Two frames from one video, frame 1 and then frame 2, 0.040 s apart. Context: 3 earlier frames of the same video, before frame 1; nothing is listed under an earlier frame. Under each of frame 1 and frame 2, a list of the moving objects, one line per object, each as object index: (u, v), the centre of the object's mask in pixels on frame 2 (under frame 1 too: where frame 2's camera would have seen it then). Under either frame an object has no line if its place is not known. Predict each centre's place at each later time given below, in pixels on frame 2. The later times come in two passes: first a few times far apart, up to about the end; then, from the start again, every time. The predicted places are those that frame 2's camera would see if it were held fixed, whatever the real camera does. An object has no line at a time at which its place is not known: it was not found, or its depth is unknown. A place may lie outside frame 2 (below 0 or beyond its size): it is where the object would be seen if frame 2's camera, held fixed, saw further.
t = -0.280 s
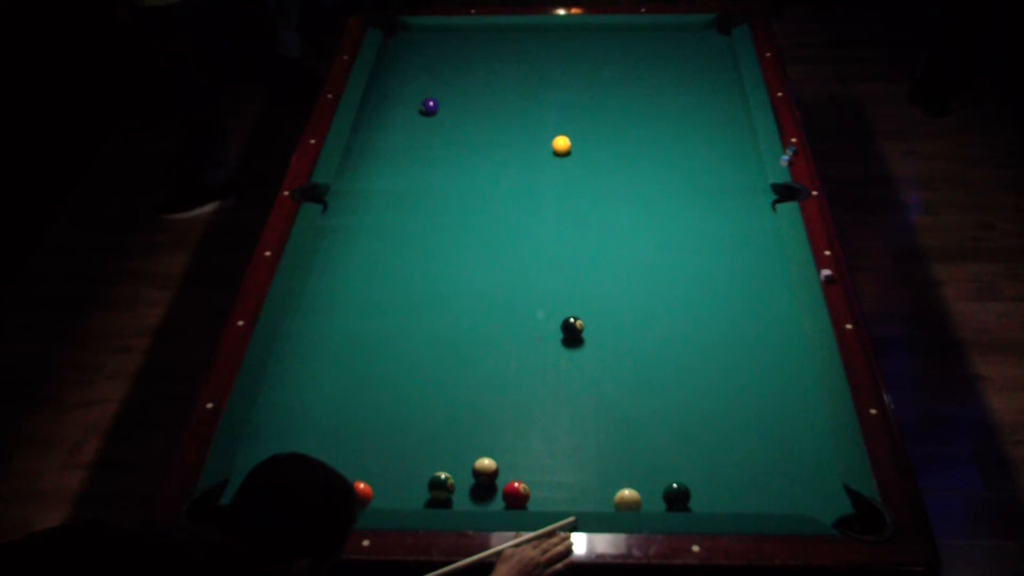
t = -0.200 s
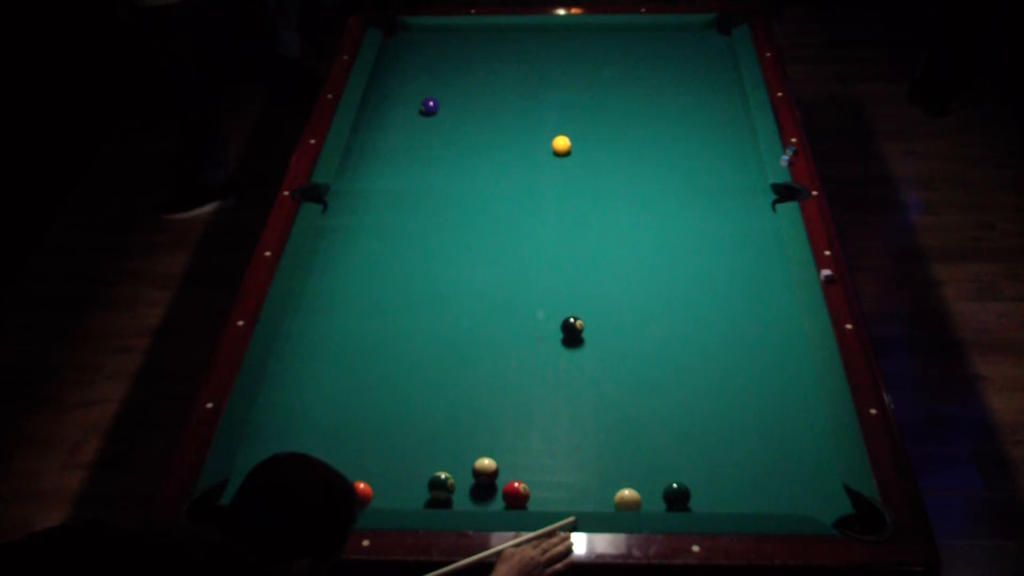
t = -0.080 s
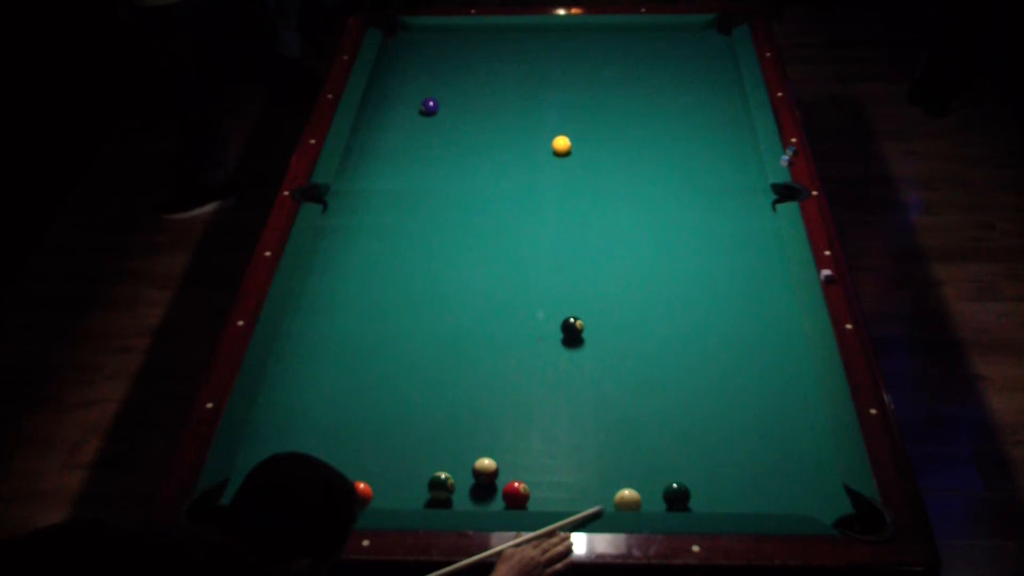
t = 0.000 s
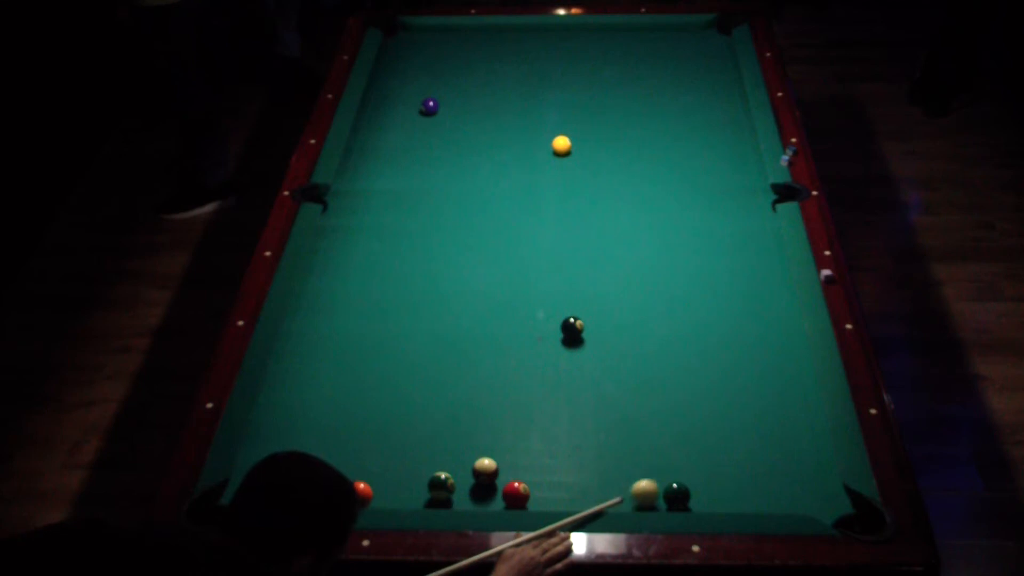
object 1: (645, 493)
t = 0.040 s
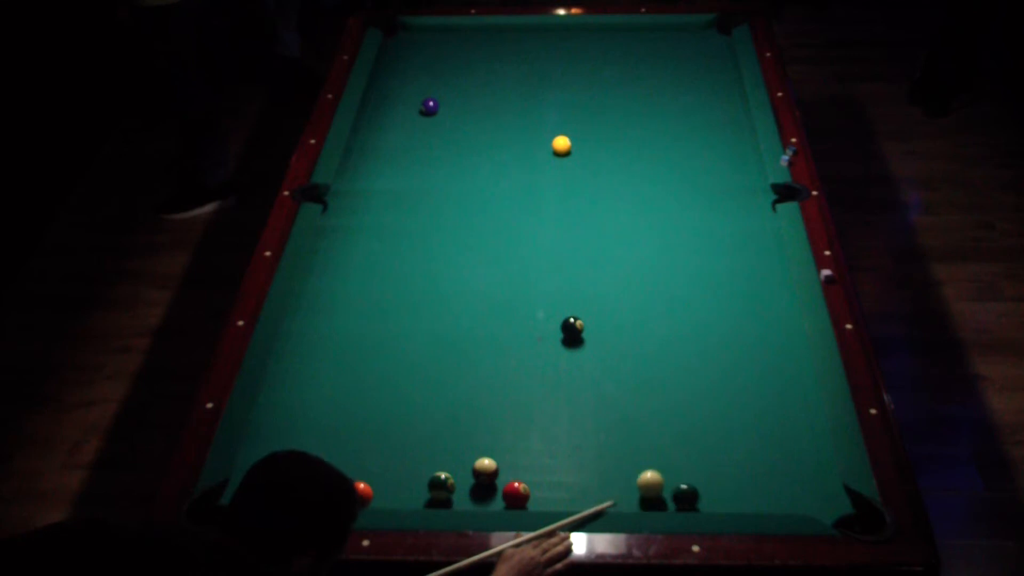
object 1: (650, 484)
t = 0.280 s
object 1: (679, 433)
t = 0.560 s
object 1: (709, 382)
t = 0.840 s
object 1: (735, 337)
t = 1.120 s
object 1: (759, 298)
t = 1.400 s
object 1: (776, 264)
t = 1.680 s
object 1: (758, 242)
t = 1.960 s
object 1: (741, 223)
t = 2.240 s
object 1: (726, 205)
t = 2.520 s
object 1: (712, 190)
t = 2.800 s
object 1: (700, 177)
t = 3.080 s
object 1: (688, 165)
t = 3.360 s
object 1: (678, 154)
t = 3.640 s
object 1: (669, 145)
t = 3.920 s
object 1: (661, 138)
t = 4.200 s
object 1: (654, 131)
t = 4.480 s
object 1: (648, 125)
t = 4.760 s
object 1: (643, 121)
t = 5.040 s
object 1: (638, 117)
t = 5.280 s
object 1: (635, 115)
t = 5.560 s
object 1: (633, 113)
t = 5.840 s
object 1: (632, 112)
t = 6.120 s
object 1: (632, 112)
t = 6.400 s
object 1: (632, 112)
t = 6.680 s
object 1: (632, 112)
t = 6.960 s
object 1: (632, 112)
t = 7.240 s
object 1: (632, 112)
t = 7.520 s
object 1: (632, 112)
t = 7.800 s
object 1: (632, 112)
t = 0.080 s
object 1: (654, 475)
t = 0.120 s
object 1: (659, 467)
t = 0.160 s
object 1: (664, 458)
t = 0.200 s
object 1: (669, 450)
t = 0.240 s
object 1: (674, 441)
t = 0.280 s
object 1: (679, 433)
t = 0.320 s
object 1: (683, 426)
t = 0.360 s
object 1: (688, 418)
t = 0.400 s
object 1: (692, 410)
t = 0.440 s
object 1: (696, 403)
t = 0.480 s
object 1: (701, 396)
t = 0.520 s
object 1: (705, 389)
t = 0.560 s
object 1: (709, 382)
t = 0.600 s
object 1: (713, 375)
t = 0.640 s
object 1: (717, 368)
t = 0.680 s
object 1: (721, 362)
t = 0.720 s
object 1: (725, 355)
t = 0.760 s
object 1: (729, 349)
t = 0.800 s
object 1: (732, 343)
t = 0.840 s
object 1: (735, 337)
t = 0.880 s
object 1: (739, 331)
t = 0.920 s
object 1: (742, 325)
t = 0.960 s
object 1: (746, 320)
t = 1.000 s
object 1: (749, 314)
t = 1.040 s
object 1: (752, 308)
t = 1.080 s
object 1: (756, 303)
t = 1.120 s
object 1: (759, 298)
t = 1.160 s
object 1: (762, 293)
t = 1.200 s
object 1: (765, 287)
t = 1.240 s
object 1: (768, 282)
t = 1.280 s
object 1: (771, 278)
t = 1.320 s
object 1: (773, 273)
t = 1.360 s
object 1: (776, 268)
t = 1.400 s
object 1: (776, 264)
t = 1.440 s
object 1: (773, 261)
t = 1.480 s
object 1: (771, 258)
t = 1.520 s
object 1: (768, 254)
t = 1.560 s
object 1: (766, 251)
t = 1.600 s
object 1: (763, 248)
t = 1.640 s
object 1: (760, 245)
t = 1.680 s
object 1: (758, 242)
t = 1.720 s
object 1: (755, 239)
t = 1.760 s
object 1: (753, 236)
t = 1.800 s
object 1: (751, 233)
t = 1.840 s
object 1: (748, 231)
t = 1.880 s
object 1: (746, 228)
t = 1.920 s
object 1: (744, 225)
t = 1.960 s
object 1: (741, 223)
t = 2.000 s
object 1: (739, 220)
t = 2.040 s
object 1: (737, 217)
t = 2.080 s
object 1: (735, 215)
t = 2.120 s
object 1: (732, 212)
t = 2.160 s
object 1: (730, 210)
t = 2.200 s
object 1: (728, 207)
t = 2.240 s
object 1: (726, 205)
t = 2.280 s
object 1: (724, 203)
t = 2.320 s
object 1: (722, 201)
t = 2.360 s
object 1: (720, 199)
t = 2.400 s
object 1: (718, 197)
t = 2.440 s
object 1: (716, 195)
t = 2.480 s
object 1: (714, 193)
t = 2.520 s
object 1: (712, 190)
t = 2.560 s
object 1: (710, 188)
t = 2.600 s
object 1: (709, 186)
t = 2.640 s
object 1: (707, 184)
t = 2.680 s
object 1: (705, 182)
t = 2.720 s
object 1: (703, 181)
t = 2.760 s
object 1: (702, 179)
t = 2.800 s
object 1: (700, 177)
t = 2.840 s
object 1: (698, 175)
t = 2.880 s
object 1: (697, 173)
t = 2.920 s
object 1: (695, 172)
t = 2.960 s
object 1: (693, 170)
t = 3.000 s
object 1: (692, 168)
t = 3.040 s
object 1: (690, 166)
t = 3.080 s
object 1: (688, 165)
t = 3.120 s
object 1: (687, 163)
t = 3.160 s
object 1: (685, 162)
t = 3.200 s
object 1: (684, 160)
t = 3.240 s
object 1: (682, 158)
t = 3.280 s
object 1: (681, 157)
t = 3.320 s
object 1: (679, 156)
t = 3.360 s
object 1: (678, 154)
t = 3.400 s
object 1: (677, 153)
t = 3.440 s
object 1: (675, 152)
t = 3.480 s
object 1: (674, 150)
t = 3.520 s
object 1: (673, 149)
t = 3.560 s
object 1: (672, 148)
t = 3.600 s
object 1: (670, 146)
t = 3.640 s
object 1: (669, 145)
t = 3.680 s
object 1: (668, 144)
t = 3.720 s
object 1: (667, 143)
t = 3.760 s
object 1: (666, 142)
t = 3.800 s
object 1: (664, 141)
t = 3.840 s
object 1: (663, 140)
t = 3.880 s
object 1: (662, 139)
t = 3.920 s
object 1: (661, 138)
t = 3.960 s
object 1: (660, 137)
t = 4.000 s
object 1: (659, 136)
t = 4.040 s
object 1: (658, 134)
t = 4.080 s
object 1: (657, 134)
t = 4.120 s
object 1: (656, 133)
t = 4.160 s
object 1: (655, 132)
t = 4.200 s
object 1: (654, 131)
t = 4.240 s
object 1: (653, 130)
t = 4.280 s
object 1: (652, 129)
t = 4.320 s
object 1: (651, 128)
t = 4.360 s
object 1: (650, 127)
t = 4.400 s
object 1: (649, 127)
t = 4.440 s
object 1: (648, 126)
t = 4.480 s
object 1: (648, 125)
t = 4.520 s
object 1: (647, 125)
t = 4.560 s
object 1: (646, 124)
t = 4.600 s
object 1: (645, 123)
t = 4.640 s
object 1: (644, 122)
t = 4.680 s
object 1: (644, 122)
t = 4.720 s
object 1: (643, 121)
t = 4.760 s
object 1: (643, 121)
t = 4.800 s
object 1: (642, 120)
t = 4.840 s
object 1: (641, 120)
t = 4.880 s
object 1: (641, 119)
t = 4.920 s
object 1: (640, 118)
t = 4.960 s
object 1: (639, 118)
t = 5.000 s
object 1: (639, 117)
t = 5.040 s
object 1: (638, 117)
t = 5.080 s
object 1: (638, 117)
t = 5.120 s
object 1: (637, 116)
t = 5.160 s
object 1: (637, 116)
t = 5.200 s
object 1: (636, 115)
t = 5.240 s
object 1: (636, 115)
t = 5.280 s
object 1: (635, 115)
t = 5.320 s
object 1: (635, 114)
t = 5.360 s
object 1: (635, 114)
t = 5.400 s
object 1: (634, 114)
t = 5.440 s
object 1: (634, 114)
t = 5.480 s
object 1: (633, 113)
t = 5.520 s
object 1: (633, 113)
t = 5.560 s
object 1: (633, 113)
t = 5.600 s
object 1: (633, 113)
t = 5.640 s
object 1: (632, 112)
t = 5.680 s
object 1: (632, 112)
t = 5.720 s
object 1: (632, 112)
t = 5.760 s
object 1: (632, 112)
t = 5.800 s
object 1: (632, 112)
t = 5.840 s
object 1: (632, 112)
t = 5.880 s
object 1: (632, 112)
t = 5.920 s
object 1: (632, 112)
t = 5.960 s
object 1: (632, 112)
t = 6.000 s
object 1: (632, 112)
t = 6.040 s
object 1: (632, 112)
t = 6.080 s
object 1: (632, 112)
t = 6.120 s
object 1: (632, 112)
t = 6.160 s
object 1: (632, 112)
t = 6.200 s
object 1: (632, 112)
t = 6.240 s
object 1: (632, 112)
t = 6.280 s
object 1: (632, 112)
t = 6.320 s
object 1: (632, 112)
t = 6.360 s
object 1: (632, 112)
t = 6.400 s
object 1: (632, 112)
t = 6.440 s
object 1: (632, 112)
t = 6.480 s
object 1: (632, 112)
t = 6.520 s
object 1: (632, 112)
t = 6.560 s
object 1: (632, 112)
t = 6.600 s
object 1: (632, 112)
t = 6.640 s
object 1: (632, 112)
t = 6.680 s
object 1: (632, 112)
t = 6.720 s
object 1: (632, 112)
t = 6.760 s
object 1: (632, 112)
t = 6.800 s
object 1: (632, 112)
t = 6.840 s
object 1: (632, 112)
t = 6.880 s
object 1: (632, 112)
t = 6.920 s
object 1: (632, 112)
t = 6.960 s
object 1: (632, 112)
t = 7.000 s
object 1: (632, 112)
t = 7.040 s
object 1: (632, 112)
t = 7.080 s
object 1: (632, 112)
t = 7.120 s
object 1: (632, 112)
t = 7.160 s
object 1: (632, 112)
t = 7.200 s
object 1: (632, 112)
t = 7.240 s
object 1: (632, 112)
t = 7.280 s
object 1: (632, 112)
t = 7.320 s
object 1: (632, 112)
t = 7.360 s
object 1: (632, 112)
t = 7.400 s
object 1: (632, 112)
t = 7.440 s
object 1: (632, 112)
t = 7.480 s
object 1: (632, 112)
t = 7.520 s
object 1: (632, 112)
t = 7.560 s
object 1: (632, 112)
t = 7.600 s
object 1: (632, 112)
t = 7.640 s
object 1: (632, 112)
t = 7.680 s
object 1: (632, 112)
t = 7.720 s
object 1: (632, 112)
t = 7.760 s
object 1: (632, 112)
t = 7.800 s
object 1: (632, 112)
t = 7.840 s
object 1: (632, 112)
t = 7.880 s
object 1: (632, 112)
